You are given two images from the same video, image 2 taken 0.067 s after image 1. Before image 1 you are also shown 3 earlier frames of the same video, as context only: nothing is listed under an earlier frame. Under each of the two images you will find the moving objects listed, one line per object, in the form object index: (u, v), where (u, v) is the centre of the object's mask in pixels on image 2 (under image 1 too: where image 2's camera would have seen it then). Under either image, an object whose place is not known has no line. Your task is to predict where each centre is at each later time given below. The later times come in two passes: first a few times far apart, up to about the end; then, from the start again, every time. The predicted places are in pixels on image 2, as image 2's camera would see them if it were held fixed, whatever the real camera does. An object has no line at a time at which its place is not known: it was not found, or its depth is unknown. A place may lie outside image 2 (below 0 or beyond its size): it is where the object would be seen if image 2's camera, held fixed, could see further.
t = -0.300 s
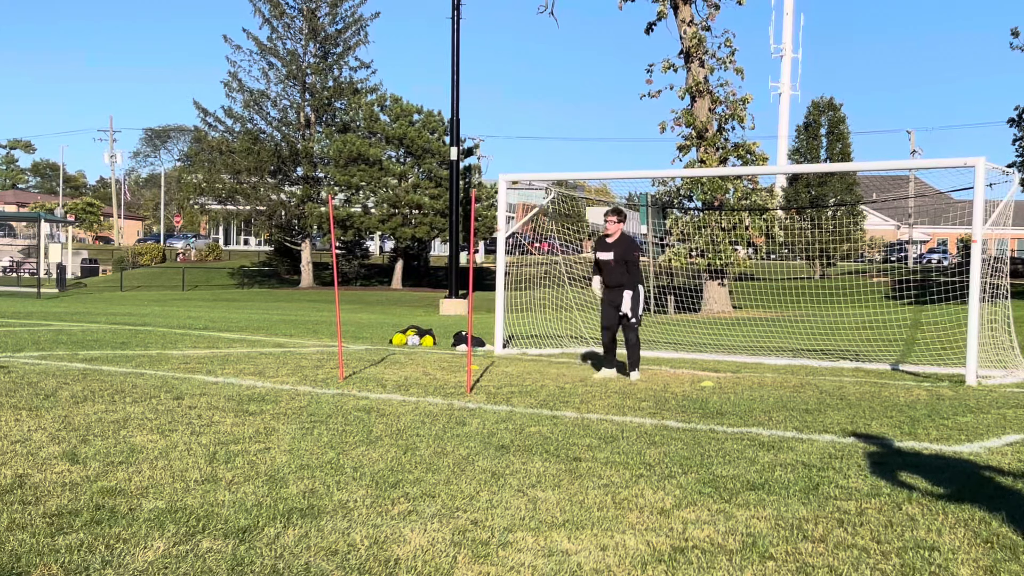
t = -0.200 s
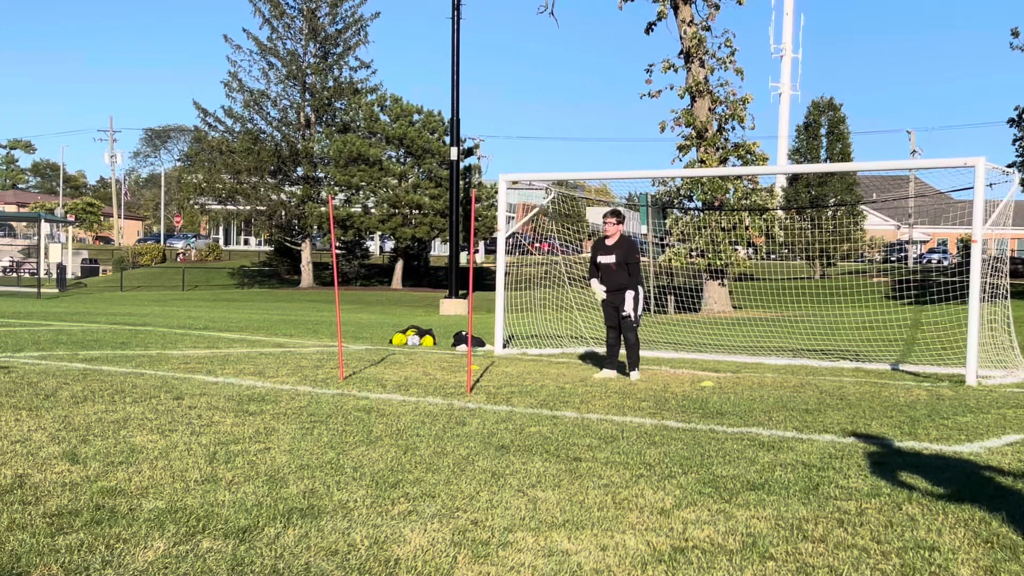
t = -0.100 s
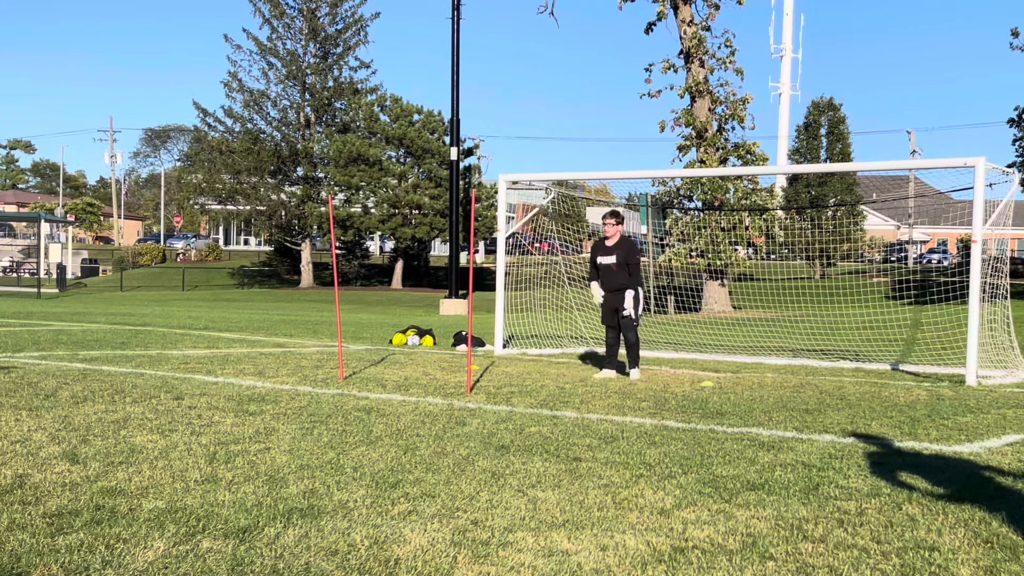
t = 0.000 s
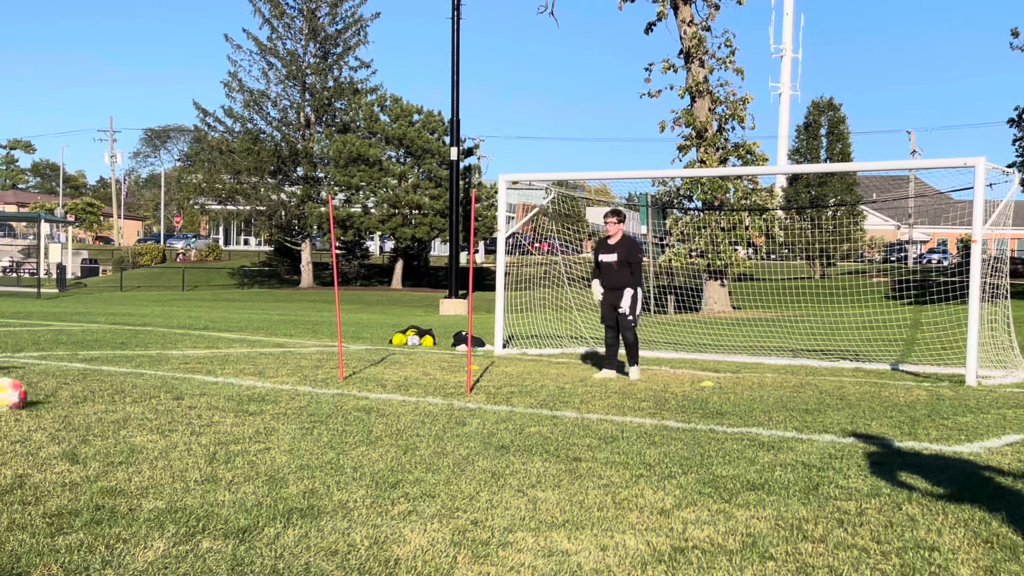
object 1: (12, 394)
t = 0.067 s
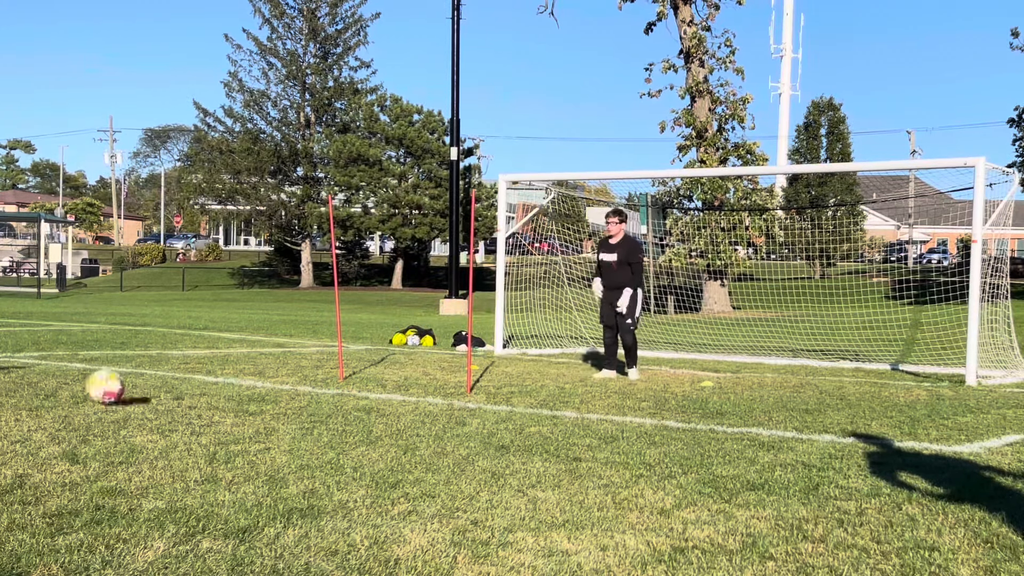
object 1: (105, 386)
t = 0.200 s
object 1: (266, 386)
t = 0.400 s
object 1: (422, 379)
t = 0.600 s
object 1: (524, 378)
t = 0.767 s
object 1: (593, 373)
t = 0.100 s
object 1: (149, 384)
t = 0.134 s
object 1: (191, 383)
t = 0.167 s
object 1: (229, 384)
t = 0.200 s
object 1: (266, 386)
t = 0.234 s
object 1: (302, 388)
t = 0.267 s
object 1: (329, 386)
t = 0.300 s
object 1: (354, 382)
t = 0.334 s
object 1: (377, 380)
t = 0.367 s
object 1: (399, 379)
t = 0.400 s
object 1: (422, 379)
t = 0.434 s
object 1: (441, 380)
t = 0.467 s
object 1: (460, 381)
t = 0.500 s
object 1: (482, 380)
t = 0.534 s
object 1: (495, 380)
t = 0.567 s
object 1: (510, 379)
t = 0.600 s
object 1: (524, 378)
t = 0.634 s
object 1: (540, 378)
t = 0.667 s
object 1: (554, 378)
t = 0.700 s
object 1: (567, 374)
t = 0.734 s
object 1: (581, 373)
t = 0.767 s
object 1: (593, 373)
